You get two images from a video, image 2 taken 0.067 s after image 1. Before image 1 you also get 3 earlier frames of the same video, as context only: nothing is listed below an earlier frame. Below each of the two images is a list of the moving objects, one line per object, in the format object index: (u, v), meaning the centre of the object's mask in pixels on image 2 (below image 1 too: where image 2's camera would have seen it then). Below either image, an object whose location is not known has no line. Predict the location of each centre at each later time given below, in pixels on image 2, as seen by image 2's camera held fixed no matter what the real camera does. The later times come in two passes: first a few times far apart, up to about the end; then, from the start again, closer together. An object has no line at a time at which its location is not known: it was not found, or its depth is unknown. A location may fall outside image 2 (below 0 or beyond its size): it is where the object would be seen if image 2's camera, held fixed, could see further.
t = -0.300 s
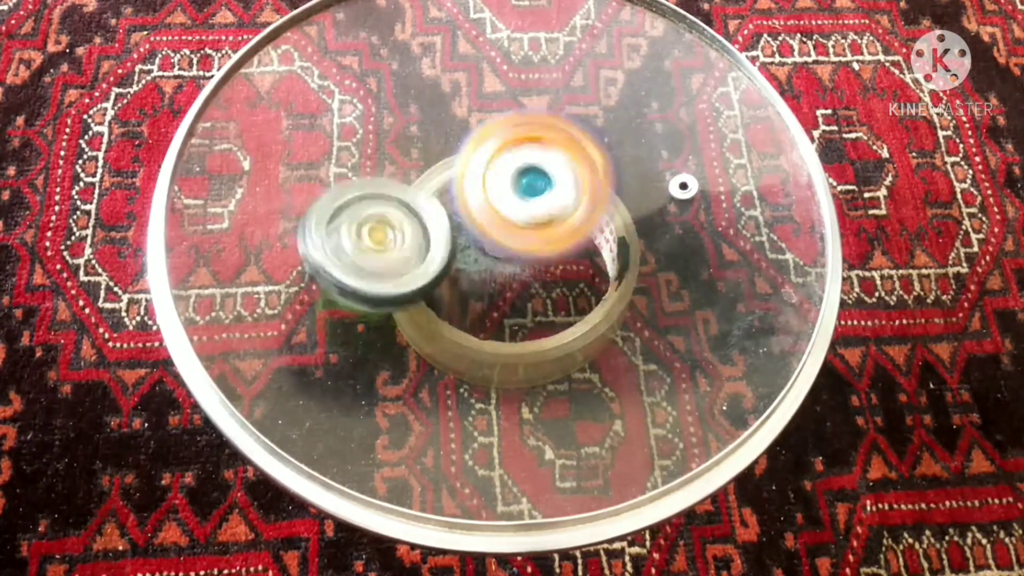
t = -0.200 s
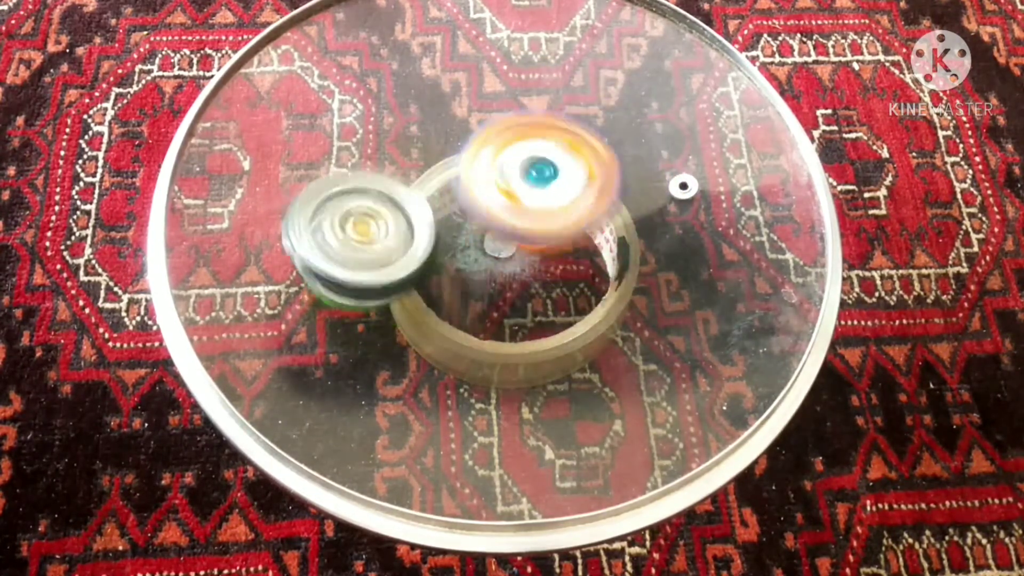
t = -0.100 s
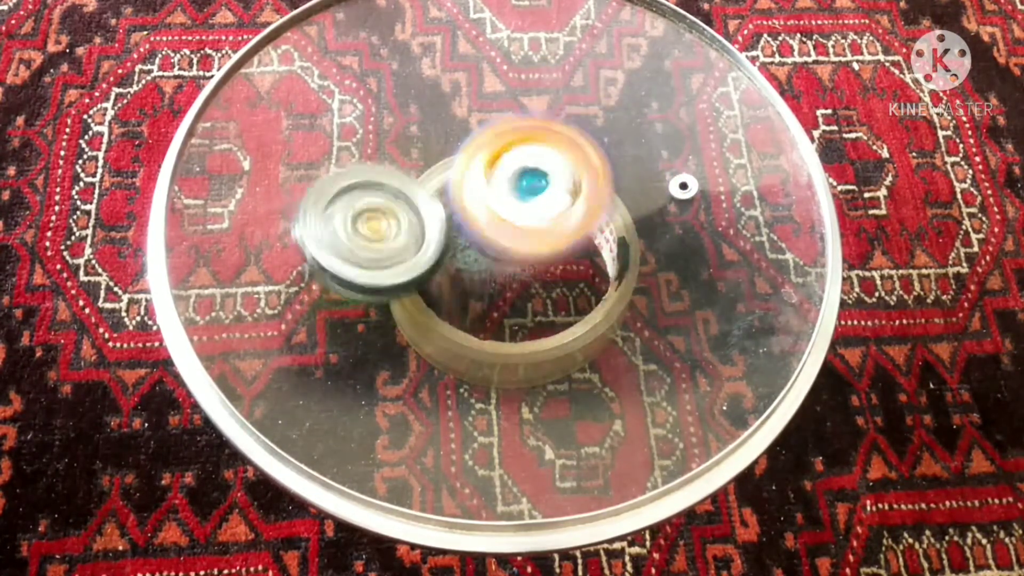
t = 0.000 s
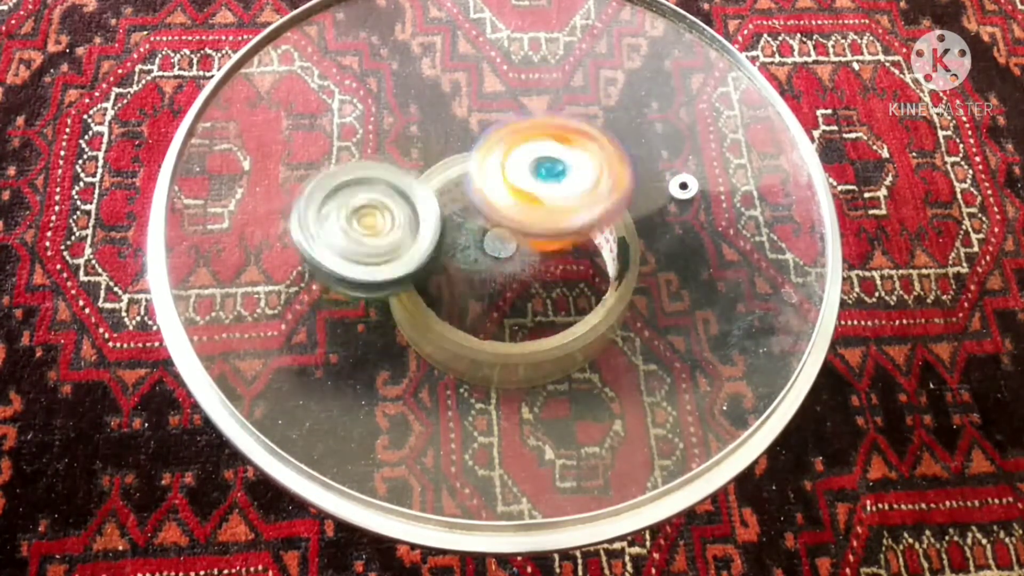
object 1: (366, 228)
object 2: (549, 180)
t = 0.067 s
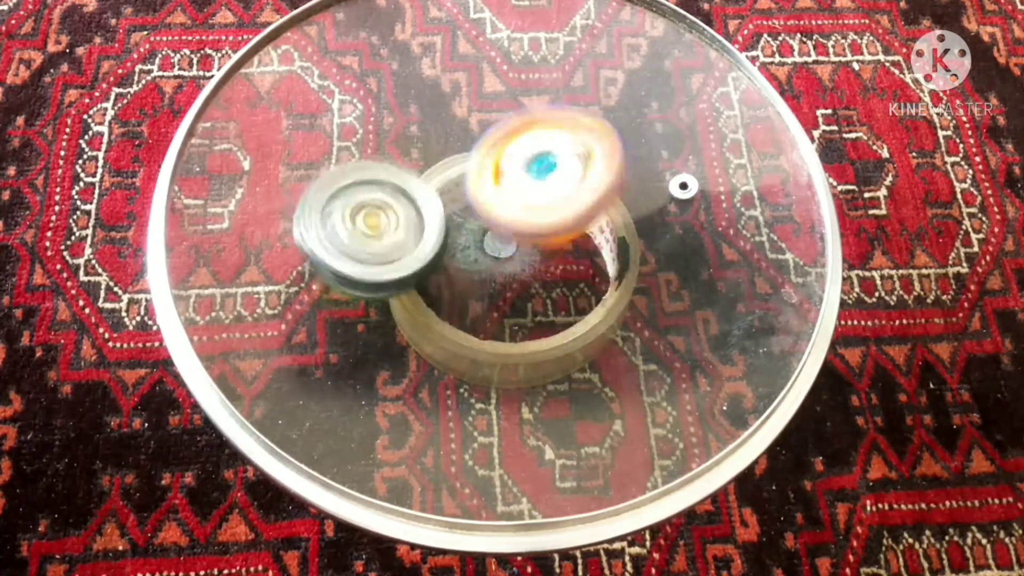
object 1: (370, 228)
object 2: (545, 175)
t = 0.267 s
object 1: (395, 230)
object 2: (559, 177)
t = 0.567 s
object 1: (408, 244)
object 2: (556, 173)
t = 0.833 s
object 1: (401, 247)
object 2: (552, 182)
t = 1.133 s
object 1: (404, 233)
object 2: (557, 179)
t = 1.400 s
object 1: (393, 227)
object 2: (576, 173)
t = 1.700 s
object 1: (403, 229)
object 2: (570, 176)
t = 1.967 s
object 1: (410, 239)
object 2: (561, 184)
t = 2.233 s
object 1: (405, 243)
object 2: (561, 174)
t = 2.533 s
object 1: (401, 258)
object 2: (550, 172)
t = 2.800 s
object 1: (417, 258)
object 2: (542, 179)
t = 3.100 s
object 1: (362, 274)
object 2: (576, 150)
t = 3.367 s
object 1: (410, 241)
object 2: (531, 204)
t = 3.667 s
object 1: (413, 271)
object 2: (583, 217)
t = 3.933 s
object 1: (430, 263)
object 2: (571, 232)
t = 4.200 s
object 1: (442, 215)
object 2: (573, 198)
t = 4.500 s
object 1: (455, 198)
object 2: (582, 208)
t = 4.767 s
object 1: (460, 230)
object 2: (583, 203)
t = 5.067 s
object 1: (451, 202)
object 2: (581, 205)
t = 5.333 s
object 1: (462, 196)
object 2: (588, 208)
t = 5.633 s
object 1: (457, 192)
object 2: (587, 208)
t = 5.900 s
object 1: (457, 193)
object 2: (586, 208)
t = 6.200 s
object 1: (457, 193)
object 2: (587, 208)
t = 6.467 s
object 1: (457, 192)
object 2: (587, 208)
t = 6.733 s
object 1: (457, 193)
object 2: (587, 208)
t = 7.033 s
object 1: (457, 192)
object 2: (587, 208)
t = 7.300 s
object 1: (457, 193)
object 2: (587, 208)
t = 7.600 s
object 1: (457, 193)
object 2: (587, 208)
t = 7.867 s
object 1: (457, 194)
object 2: (586, 208)
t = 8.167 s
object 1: (457, 194)
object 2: (587, 208)
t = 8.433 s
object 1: (457, 192)
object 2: (586, 208)
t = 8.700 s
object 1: (457, 192)
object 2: (587, 208)
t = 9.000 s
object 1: (457, 192)
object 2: (587, 208)
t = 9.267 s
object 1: (457, 192)
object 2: (586, 208)
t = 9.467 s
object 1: (457, 192)
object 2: (586, 208)
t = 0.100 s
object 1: (375, 228)
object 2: (543, 175)
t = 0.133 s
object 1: (379, 228)
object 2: (543, 178)
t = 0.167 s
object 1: (387, 227)
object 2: (545, 181)
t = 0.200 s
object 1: (393, 227)
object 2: (547, 183)
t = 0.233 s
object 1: (392, 228)
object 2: (555, 179)
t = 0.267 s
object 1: (395, 230)
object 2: (559, 177)
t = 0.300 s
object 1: (400, 231)
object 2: (554, 175)
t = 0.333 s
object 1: (401, 234)
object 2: (551, 174)
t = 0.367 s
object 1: (401, 234)
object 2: (552, 176)
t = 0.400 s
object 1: (402, 236)
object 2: (554, 180)
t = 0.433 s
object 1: (406, 239)
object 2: (558, 179)
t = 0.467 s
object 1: (409, 239)
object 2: (558, 178)
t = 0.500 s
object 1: (409, 241)
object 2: (557, 177)
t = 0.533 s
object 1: (407, 243)
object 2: (558, 174)
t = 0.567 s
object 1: (408, 244)
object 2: (556, 173)
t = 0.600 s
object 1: (410, 246)
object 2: (552, 174)
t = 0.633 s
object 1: (410, 247)
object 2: (550, 178)
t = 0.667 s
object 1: (408, 248)
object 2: (553, 182)
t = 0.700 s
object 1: (408, 248)
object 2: (557, 184)
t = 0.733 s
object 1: (407, 249)
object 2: (559, 182)
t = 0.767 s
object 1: (408, 249)
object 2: (558, 182)
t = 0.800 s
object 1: (407, 247)
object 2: (553, 181)
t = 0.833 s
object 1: (401, 247)
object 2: (552, 182)
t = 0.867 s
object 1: (400, 246)
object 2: (554, 183)
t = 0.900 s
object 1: (403, 245)
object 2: (555, 182)
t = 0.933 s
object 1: (402, 244)
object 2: (553, 183)
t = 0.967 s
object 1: (402, 242)
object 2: (554, 184)
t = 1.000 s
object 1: (404, 240)
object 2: (556, 184)
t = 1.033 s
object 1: (401, 239)
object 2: (561, 182)
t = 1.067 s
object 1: (400, 238)
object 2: (563, 179)
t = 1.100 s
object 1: (401, 235)
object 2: (562, 179)
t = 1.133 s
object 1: (404, 233)
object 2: (557, 179)
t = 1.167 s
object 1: (401, 231)
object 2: (556, 180)
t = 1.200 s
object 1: (403, 229)
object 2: (558, 184)
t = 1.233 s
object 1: (405, 227)
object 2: (562, 185)
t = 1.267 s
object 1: (408, 226)
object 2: (565, 183)
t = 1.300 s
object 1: (407, 225)
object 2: (565, 182)
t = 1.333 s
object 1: (399, 226)
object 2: (574, 178)
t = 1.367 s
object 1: (394, 227)
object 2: (577, 175)
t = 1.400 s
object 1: (393, 227)
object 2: (576, 173)
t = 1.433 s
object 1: (396, 226)
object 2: (569, 174)
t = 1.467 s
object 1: (400, 226)
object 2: (562, 178)
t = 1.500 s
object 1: (403, 225)
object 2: (561, 181)
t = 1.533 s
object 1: (405, 225)
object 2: (563, 186)
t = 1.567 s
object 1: (406, 224)
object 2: (568, 188)
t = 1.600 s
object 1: (411, 223)
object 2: (570, 185)
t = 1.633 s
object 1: (416, 224)
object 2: (566, 182)
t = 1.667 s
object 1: (408, 227)
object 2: (567, 180)
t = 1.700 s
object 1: (403, 229)
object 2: (570, 176)
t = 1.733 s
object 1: (402, 231)
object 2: (565, 174)
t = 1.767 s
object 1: (404, 233)
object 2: (556, 176)
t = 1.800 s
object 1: (405, 234)
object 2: (550, 177)
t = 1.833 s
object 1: (406, 237)
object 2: (550, 181)
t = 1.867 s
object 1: (401, 238)
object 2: (556, 185)
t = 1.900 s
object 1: (405, 238)
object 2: (560, 185)
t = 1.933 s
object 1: (407, 238)
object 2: (562, 183)
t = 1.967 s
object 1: (410, 239)
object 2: (561, 184)
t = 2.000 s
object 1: (409, 238)
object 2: (561, 185)
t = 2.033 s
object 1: (413, 238)
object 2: (561, 188)
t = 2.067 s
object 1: (412, 238)
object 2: (562, 190)
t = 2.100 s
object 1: (415, 238)
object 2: (564, 189)
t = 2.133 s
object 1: (417, 237)
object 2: (561, 186)
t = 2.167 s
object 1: (412, 239)
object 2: (562, 184)
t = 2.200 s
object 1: (405, 242)
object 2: (564, 180)
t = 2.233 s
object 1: (405, 243)
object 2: (561, 174)
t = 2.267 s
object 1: (407, 243)
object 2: (557, 171)
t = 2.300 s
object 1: (409, 245)
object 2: (552, 172)
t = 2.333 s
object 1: (409, 245)
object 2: (549, 175)
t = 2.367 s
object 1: (411, 244)
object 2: (548, 178)
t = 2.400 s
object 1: (413, 244)
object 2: (546, 177)
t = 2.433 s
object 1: (404, 250)
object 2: (548, 176)
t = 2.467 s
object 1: (399, 254)
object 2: (550, 170)
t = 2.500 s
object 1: (399, 256)
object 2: (553, 168)
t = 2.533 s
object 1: (401, 258)
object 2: (550, 172)
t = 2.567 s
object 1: (402, 258)
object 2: (549, 178)
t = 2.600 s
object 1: (404, 259)
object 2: (548, 185)
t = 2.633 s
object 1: (405, 259)
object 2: (546, 189)
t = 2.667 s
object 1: (409, 260)
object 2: (547, 193)
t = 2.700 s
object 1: (411, 259)
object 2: (545, 194)
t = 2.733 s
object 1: (414, 259)
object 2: (546, 187)
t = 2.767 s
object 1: (413, 259)
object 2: (543, 183)
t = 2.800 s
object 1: (417, 258)
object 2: (542, 179)
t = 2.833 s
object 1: (424, 258)
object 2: (543, 177)
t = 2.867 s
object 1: (429, 260)
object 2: (547, 177)
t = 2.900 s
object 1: (434, 262)
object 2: (553, 177)
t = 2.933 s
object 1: (429, 263)
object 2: (554, 175)
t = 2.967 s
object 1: (402, 270)
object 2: (567, 166)
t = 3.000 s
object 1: (383, 275)
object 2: (579, 154)
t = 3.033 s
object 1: (372, 278)
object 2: (583, 152)
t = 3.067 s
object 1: (366, 276)
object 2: (581, 149)
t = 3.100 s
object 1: (362, 274)
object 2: (576, 150)
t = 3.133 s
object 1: (360, 272)
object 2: (559, 160)
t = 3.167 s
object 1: (364, 269)
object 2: (552, 168)
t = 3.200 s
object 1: (369, 268)
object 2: (551, 171)
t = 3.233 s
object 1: (376, 262)
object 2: (547, 174)
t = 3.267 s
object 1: (384, 259)
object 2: (539, 180)
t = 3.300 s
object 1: (393, 253)
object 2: (534, 186)
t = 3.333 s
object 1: (404, 247)
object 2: (527, 196)
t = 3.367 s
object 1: (410, 241)
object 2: (531, 204)
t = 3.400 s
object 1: (411, 238)
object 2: (533, 210)
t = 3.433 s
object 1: (399, 241)
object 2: (544, 212)
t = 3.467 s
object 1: (398, 247)
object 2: (557, 215)
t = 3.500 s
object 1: (405, 249)
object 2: (569, 217)
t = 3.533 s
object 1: (410, 253)
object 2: (576, 221)
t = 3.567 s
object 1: (417, 258)
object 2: (581, 222)
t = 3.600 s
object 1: (415, 261)
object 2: (586, 222)
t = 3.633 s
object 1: (415, 267)
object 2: (587, 220)
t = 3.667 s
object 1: (413, 271)
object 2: (583, 217)
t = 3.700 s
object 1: (411, 271)
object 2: (578, 214)
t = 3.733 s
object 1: (417, 271)
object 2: (576, 214)
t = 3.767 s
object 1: (426, 270)
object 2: (573, 215)
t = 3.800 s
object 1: (432, 268)
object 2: (569, 218)
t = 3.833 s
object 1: (438, 269)
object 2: (567, 220)
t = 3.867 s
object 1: (439, 270)
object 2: (568, 223)
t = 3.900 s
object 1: (437, 267)
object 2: (569, 228)
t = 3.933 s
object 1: (430, 263)
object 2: (571, 232)
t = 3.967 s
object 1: (436, 258)
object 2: (571, 233)
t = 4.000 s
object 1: (439, 252)
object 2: (567, 230)
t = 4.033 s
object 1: (441, 247)
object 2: (569, 220)
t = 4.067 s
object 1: (438, 245)
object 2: (566, 214)
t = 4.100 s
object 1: (446, 241)
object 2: (570, 206)
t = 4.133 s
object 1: (446, 232)
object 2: (571, 202)
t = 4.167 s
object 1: (444, 222)
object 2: (572, 200)
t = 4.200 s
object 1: (442, 215)
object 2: (573, 198)
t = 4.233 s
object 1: (448, 210)
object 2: (575, 200)
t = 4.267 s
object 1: (452, 208)
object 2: (577, 201)
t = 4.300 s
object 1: (450, 204)
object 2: (578, 202)
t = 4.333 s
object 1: (451, 204)
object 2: (579, 204)
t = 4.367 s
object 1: (450, 201)
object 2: (579, 205)
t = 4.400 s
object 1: (452, 198)
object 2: (580, 207)
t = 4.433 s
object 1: (452, 197)
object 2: (581, 208)
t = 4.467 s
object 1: (454, 197)
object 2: (581, 208)
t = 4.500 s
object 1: (455, 198)
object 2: (582, 208)
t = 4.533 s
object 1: (451, 202)
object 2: (581, 208)
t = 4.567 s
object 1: (446, 205)
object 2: (581, 208)
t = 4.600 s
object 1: (447, 213)
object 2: (580, 208)
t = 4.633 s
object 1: (450, 216)
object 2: (581, 207)
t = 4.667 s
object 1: (456, 221)
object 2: (582, 206)
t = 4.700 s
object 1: (457, 227)
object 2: (582, 205)
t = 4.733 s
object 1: (456, 231)
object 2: (583, 203)
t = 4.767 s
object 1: (460, 230)
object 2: (583, 203)
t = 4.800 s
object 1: (460, 232)
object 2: (584, 203)
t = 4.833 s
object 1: (455, 230)
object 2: (582, 204)
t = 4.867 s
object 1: (455, 229)
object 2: (582, 205)
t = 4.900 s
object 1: (453, 224)
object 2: (583, 205)
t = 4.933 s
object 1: (448, 220)
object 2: (582, 204)
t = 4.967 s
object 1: (446, 212)
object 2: (580, 204)
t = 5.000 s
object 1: (447, 209)
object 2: (581, 203)
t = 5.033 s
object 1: (449, 206)
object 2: (581, 204)
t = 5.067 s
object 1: (451, 202)
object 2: (581, 205)
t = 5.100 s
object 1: (454, 198)
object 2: (581, 205)
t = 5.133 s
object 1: (457, 197)
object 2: (582, 204)
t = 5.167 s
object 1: (458, 195)
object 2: (583, 203)
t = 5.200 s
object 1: (461, 195)
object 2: (584, 204)
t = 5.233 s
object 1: (464, 195)
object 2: (587, 206)
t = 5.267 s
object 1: (465, 195)
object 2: (588, 207)
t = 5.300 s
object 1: (464, 196)
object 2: (588, 208)
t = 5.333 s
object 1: (462, 196)
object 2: (588, 208)
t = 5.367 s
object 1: (460, 195)
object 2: (587, 208)
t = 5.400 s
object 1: (458, 194)
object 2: (587, 208)
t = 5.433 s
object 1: (457, 194)
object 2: (587, 208)
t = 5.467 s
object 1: (458, 194)
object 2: (587, 208)
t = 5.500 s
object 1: (457, 193)
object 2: (587, 208)
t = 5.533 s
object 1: (457, 192)
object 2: (587, 208)
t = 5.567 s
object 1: (457, 192)
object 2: (587, 208)
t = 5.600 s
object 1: (457, 192)
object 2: (587, 208)
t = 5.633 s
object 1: (457, 192)
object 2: (587, 208)
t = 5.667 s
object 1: (457, 192)
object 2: (587, 208)
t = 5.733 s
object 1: (457, 194)
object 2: (586, 208)
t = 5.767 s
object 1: (457, 193)
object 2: (586, 208)
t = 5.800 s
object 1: (457, 193)
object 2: (586, 208)
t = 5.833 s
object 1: (457, 193)
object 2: (586, 208)
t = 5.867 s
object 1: (457, 193)
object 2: (587, 208)
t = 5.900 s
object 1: (457, 193)
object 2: (586, 208)
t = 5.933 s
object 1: (457, 193)
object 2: (586, 208)
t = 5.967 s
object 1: (457, 193)
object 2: (586, 208)
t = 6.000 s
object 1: (457, 193)
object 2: (587, 208)
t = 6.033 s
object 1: (457, 193)
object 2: (586, 208)
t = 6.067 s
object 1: (457, 193)
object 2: (587, 208)
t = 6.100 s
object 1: (457, 193)
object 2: (586, 208)
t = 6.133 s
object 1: (457, 193)
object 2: (587, 208)
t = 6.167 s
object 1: (457, 193)
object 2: (587, 208)
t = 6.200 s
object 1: (457, 193)
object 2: (587, 208)
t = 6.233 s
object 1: (457, 193)
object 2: (587, 208)
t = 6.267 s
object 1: (457, 193)
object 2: (587, 208)
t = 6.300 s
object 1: (457, 193)
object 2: (587, 208)
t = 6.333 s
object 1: (457, 193)
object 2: (587, 208)
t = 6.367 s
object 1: (457, 193)
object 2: (587, 208)
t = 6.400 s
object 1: (457, 193)
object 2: (587, 208)
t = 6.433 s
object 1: (457, 192)
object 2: (587, 208)
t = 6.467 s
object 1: (457, 192)
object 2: (587, 208)
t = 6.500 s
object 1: (457, 192)
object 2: (587, 208)
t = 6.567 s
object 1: (457, 192)
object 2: (587, 208)
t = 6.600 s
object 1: (457, 192)
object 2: (587, 208)
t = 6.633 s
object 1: (457, 192)
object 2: (587, 208)
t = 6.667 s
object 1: (457, 192)
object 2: (587, 208)
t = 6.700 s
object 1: (457, 193)
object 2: (587, 208)
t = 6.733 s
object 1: (457, 193)
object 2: (587, 208)
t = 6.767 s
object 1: (457, 193)
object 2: (586, 208)
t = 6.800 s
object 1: (457, 193)
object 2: (586, 208)
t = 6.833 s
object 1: (457, 193)
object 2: (586, 208)
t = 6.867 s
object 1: (457, 193)
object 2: (586, 208)
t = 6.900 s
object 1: (457, 193)
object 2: (587, 208)
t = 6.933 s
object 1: (457, 192)
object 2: (587, 208)
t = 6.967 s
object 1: (457, 192)
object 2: (587, 208)
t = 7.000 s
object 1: (457, 192)
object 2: (587, 208)
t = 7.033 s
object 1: (457, 192)
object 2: (587, 208)
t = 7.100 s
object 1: (457, 194)
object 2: (587, 208)
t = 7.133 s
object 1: (457, 194)
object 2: (587, 208)
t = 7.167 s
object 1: (457, 194)
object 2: (587, 208)
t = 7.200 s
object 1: (457, 193)
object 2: (587, 208)
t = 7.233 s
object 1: (457, 194)
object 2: (587, 208)
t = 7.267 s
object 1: (457, 193)
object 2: (587, 208)
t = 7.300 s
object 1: (457, 193)
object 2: (587, 208)
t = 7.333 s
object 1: (457, 193)
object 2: (587, 208)
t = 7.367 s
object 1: (457, 193)
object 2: (587, 208)
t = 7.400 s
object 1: (457, 193)
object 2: (587, 208)
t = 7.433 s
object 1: (457, 193)
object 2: (587, 208)
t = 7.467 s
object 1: (457, 193)
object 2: (587, 208)
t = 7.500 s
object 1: (457, 193)
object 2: (587, 208)
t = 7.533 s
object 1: (457, 193)
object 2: (587, 208)
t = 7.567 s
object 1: (457, 193)
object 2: (587, 208)
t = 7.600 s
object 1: (457, 193)
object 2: (587, 208)
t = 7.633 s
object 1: (457, 193)
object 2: (587, 208)
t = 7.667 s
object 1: (457, 193)
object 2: (587, 208)
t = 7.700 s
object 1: (457, 193)
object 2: (587, 208)
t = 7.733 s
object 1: (457, 194)
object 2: (587, 208)
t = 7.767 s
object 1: (457, 193)
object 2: (587, 208)
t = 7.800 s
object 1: (457, 193)
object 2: (587, 208)
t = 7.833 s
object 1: (457, 193)
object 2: (587, 208)
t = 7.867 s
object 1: (457, 194)
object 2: (586, 208)
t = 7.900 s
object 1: (457, 193)
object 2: (587, 208)
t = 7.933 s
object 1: (457, 193)
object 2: (586, 208)
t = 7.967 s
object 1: (457, 194)
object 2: (587, 208)
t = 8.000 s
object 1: (457, 194)
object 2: (586, 208)
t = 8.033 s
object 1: (457, 193)
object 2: (587, 208)
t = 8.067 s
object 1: (457, 193)
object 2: (586, 208)
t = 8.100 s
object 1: (457, 193)
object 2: (587, 208)
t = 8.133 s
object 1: (457, 193)
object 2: (587, 208)
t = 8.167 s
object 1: (457, 194)
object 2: (587, 208)
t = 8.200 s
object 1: (457, 193)
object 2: (587, 208)
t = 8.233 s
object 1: (457, 193)
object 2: (587, 208)
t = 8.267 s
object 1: (457, 194)
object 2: (587, 208)
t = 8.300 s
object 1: (457, 194)
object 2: (587, 208)
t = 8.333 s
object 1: (457, 193)
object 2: (587, 208)
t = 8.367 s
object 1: (457, 193)
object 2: (587, 208)
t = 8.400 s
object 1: (457, 192)
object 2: (587, 208)
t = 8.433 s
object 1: (457, 192)
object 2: (586, 208)
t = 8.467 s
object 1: (457, 192)
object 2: (587, 208)
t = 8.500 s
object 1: (457, 192)
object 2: (586, 208)
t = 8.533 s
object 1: (457, 192)
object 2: (586, 208)
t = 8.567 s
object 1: (457, 192)
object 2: (587, 208)
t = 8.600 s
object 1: (457, 192)
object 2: (587, 208)
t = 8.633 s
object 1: (457, 192)
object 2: (586, 208)
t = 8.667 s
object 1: (457, 192)
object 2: (587, 208)
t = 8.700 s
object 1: (457, 192)
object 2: (587, 208)
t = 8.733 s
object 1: (457, 192)
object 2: (586, 208)
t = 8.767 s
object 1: (457, 192)
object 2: (586, 208)
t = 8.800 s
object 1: (457, 192)
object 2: (587, 208)
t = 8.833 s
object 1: (457, 192)
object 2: (587, 208)
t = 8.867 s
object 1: (457, 192)
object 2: (586, 208)
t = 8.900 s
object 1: (457, 192)
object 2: (587, 208)
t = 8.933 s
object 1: (457, 192)
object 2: (586, 208)
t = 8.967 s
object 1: (457, 192)
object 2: (587, 208)
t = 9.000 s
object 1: (457, 192)
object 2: (587, 208)
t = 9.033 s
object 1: (457, 192)
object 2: (587, 208)
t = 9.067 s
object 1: (457, 192)
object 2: (587, 208)
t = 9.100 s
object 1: (457, 193)
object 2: (586, 208)
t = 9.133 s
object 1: (457, 193)
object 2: (586, 208)
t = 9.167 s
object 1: (457, 193)
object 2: (587, 208)
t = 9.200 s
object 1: (457, 193)
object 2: (586, 208)
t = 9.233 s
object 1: (457, 193)
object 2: (586, 208)
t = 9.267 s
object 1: (457, 192)
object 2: (586, 208)
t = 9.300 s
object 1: (457, 193)
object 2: (586, 208)
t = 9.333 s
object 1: (457, 192)
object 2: (586, 208)
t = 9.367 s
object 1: (457, 192)
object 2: (586, 208)
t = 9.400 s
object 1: (457, 192)
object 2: (586, 208)
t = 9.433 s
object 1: (457, 192)
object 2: (586, 208)
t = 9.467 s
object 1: (457, 192)
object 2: (586, 208)
